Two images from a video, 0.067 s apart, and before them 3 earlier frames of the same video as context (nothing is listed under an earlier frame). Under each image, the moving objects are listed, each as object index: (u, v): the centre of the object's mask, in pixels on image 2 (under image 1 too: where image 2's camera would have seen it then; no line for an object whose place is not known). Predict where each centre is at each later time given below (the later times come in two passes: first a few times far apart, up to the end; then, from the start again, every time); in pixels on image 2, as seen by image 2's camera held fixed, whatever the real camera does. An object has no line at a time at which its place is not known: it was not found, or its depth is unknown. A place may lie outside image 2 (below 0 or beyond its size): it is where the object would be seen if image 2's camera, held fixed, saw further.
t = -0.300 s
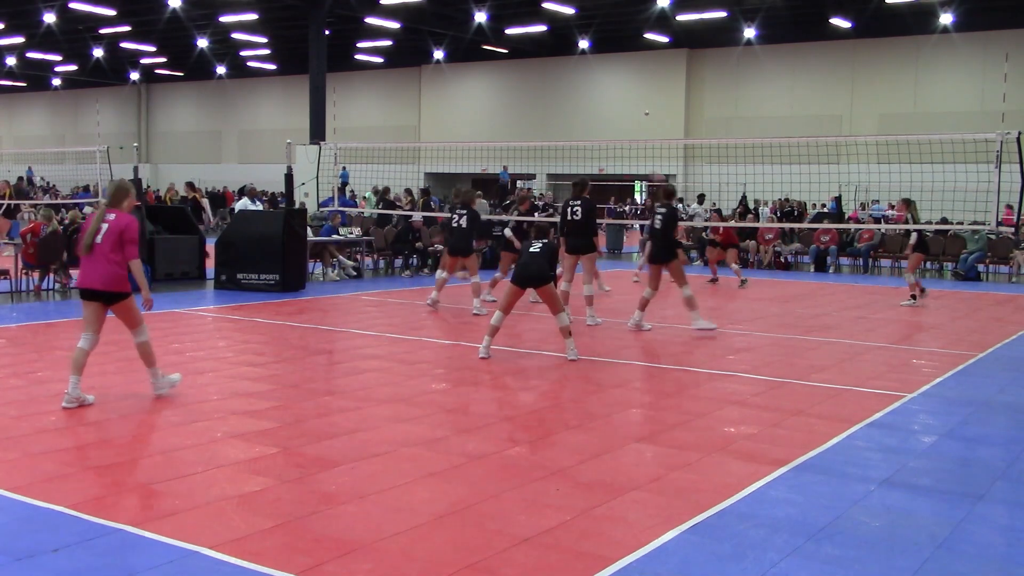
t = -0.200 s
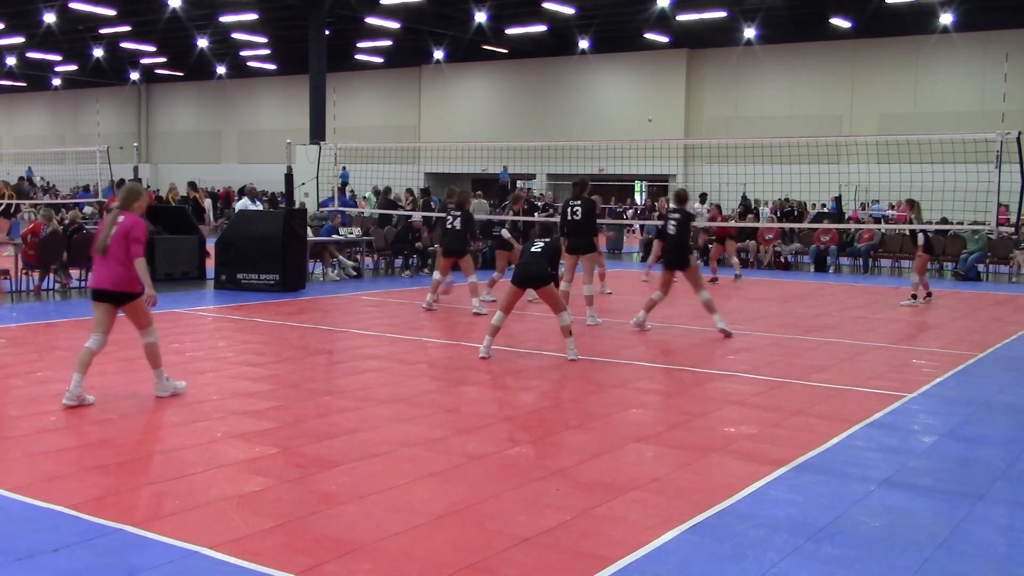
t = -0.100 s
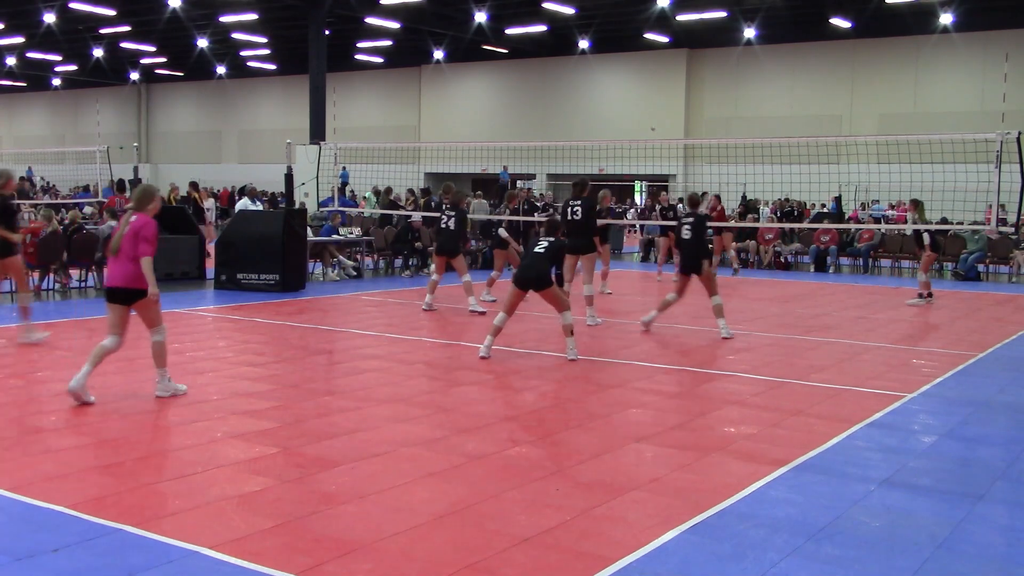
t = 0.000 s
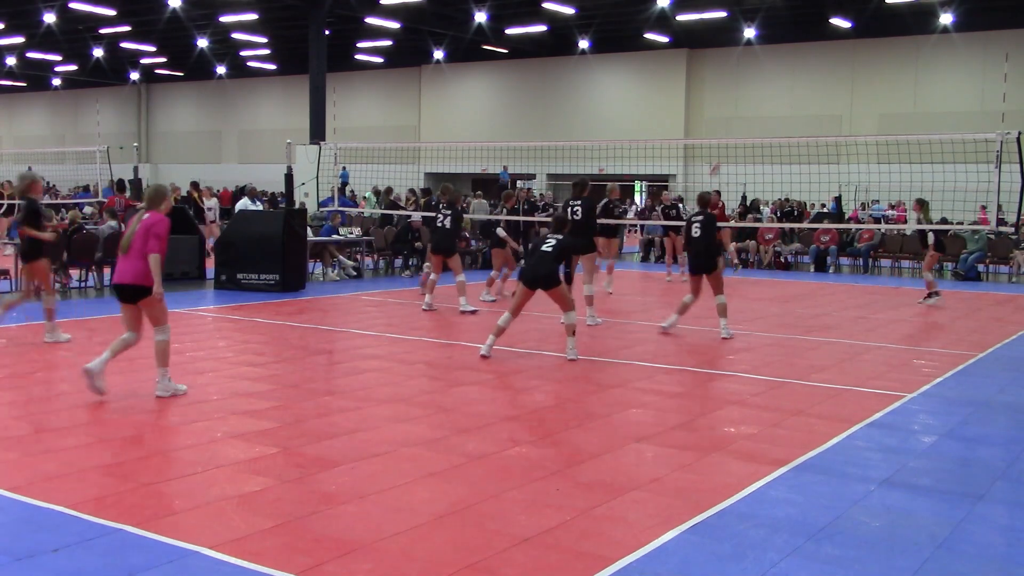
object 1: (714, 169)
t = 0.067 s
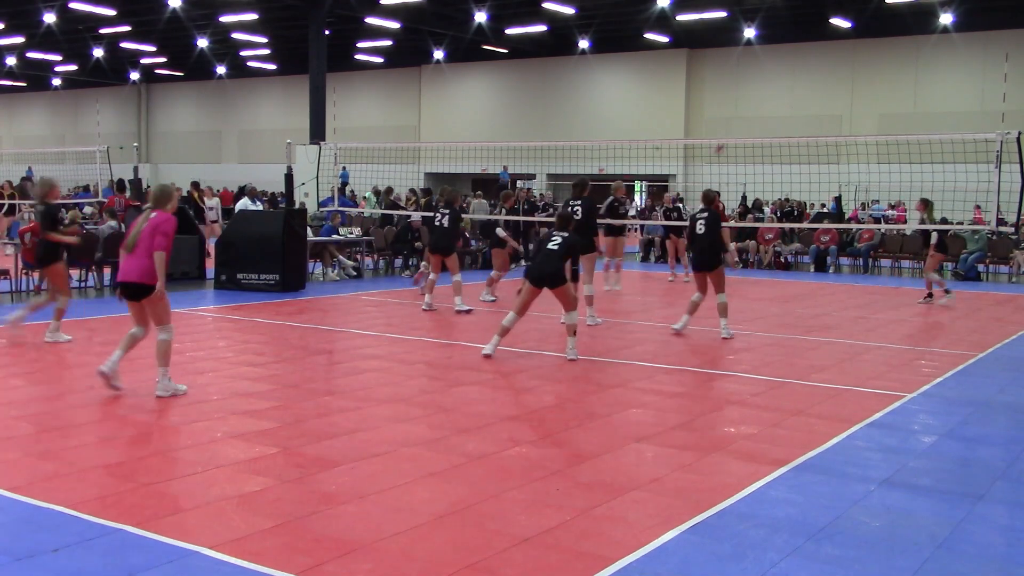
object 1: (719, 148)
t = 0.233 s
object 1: (729, 102)
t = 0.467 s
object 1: (745, 62)
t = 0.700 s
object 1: (762, 58)
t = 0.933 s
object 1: (779, 95)
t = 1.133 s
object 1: (794, 164)
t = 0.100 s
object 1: (721, 133)
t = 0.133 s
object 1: (723, 127)
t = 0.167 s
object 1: (725, 120)
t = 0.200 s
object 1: (728, 110)
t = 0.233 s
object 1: (729, 102)
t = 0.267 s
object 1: (731, 95)
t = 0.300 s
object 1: (734, 89)
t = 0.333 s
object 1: (736, 82)
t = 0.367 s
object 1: (739, 76)
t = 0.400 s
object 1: (741, 70)
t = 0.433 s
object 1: (743, 67)
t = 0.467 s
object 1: (745, 62)
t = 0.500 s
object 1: (747, 60)
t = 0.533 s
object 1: (750, 58)
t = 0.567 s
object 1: (753, 56)
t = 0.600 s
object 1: (755, 55)
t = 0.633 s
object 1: (757, 56)
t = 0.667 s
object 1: (760, 56)
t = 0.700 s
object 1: (762, 58)
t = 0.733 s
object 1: (765, 60)
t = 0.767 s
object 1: (767, 63)
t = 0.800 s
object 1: (769, 68)
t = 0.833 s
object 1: (773, 73)
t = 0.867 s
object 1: (774, 79)
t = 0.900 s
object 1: (778, 87)
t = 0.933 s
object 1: (779, 95)
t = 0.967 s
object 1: (782, 103)
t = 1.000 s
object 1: (784, 113)
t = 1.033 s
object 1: (787, 125)
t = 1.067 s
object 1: (791, 137)
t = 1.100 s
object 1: (792, 153)
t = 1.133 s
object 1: (794, 164)
